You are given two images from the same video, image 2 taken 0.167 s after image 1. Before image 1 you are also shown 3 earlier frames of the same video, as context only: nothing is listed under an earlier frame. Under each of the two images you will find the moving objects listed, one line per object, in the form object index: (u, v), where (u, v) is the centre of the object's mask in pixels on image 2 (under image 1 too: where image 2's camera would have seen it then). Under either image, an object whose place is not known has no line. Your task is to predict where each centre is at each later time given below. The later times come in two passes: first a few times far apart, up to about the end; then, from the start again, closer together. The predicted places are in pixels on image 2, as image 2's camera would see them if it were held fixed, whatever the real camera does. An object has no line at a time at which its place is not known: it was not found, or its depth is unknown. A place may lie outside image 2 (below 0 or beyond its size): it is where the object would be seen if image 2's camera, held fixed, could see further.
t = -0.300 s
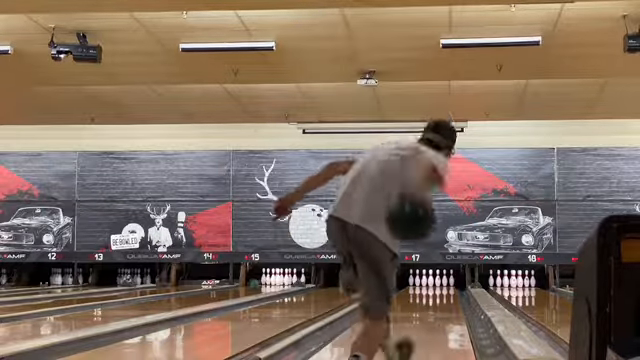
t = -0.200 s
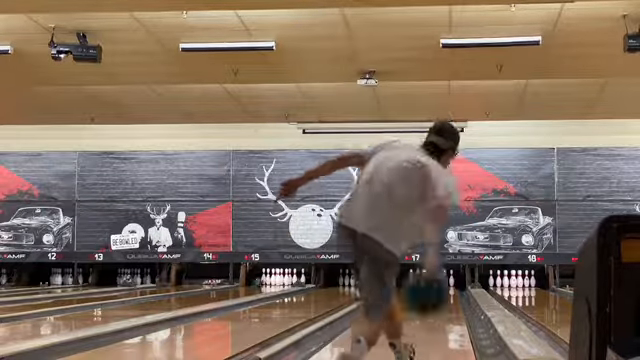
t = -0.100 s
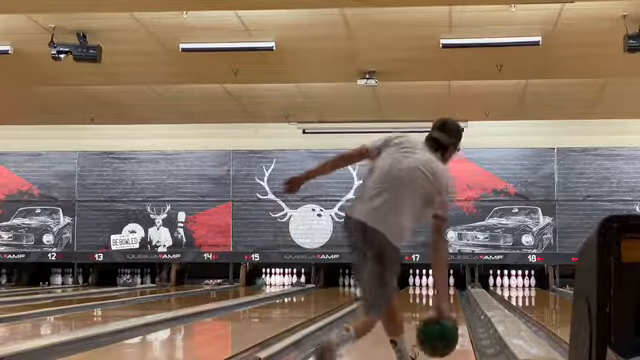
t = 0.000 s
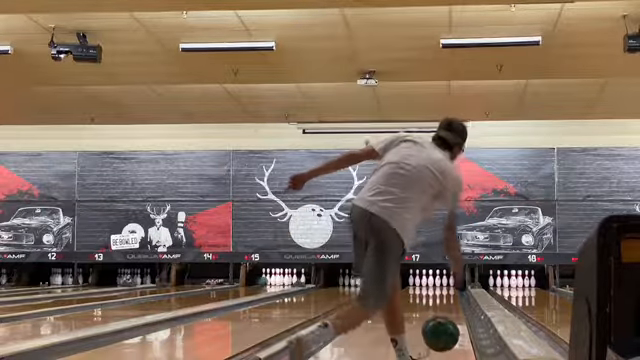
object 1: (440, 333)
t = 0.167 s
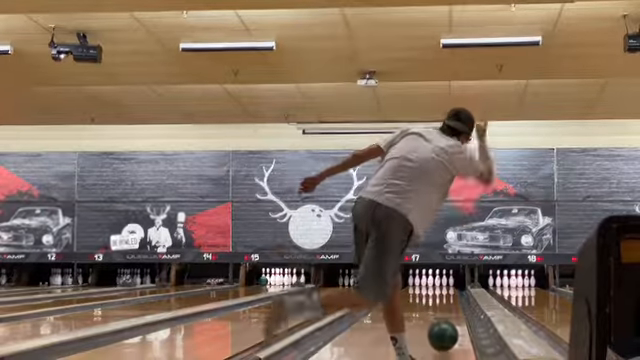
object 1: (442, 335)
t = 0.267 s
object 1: (443, 325)
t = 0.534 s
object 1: (443, 314)
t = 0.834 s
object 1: (444, 303)
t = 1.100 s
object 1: (442, 299)
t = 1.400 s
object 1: (442, 293)
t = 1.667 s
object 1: (442, 290)
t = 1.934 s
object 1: (441, 287)
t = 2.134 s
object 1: (439, 286)
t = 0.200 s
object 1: (442, 333)
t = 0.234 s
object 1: (443, 331)
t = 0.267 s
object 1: (443, 325)
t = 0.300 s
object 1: (444, 323)
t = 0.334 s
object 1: (444, 321)
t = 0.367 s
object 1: (444, 320)
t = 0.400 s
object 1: (444, 319)
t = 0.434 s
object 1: (444, 317)
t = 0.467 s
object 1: (444, 316)
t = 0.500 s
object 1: (444, 314)
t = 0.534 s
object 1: (443, 314)
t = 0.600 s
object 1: (444, 313)
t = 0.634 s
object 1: (444, 311)
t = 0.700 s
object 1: (443, 307)
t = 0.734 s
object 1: (443, 307)
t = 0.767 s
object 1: (444, 305)
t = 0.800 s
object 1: (444, 304)
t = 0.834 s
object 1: (444, 303)
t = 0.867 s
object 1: (444, 302)
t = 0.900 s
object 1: (444, 302)
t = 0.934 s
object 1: (444, 302)
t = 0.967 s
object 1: (444, 302)
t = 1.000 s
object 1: (444, 302)
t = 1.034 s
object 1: (444, 301)
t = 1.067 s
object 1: (444, 300)
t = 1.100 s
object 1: (442, 299)
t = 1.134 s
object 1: (443, 298)
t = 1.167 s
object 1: (442, 298)
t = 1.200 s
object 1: (442, 297)
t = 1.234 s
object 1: (442, 297)
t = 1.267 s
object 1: (442, 294)
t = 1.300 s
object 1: (442, 294)
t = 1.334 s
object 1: (442, 294)
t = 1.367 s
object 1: (442, 293)
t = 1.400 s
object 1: (442, 293)
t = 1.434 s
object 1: (442, 293)
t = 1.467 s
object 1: (442, 293)
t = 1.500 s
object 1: (442, 292)
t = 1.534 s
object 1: (442, 291)
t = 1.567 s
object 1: (442, 291)
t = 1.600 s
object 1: (442, 291)
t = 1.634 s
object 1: (442, 290)
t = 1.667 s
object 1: (442, 290)
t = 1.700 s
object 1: (442, 290)
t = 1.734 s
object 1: (442, 289)
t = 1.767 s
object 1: (441, 288)
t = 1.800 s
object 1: (441, 288)
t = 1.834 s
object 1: (441, 287)
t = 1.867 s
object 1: (441, 287)
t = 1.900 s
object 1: (441, 287)
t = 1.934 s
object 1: (441, 287)
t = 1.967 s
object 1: (441, 286)
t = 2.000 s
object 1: (441, 286)
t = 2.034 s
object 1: (440, 286)
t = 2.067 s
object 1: (439, 286)
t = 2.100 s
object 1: (439, 286)
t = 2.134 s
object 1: (439, 286)
